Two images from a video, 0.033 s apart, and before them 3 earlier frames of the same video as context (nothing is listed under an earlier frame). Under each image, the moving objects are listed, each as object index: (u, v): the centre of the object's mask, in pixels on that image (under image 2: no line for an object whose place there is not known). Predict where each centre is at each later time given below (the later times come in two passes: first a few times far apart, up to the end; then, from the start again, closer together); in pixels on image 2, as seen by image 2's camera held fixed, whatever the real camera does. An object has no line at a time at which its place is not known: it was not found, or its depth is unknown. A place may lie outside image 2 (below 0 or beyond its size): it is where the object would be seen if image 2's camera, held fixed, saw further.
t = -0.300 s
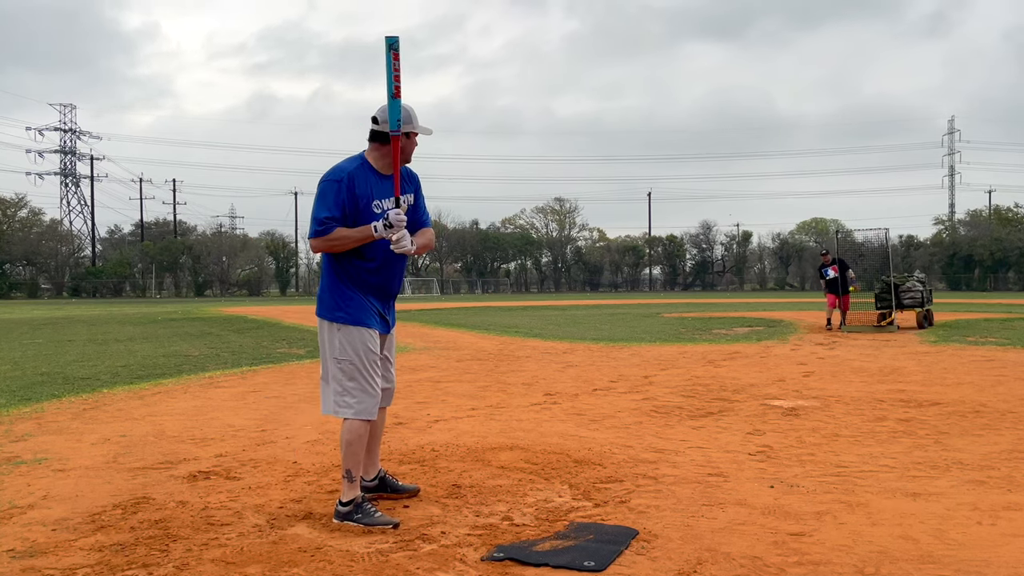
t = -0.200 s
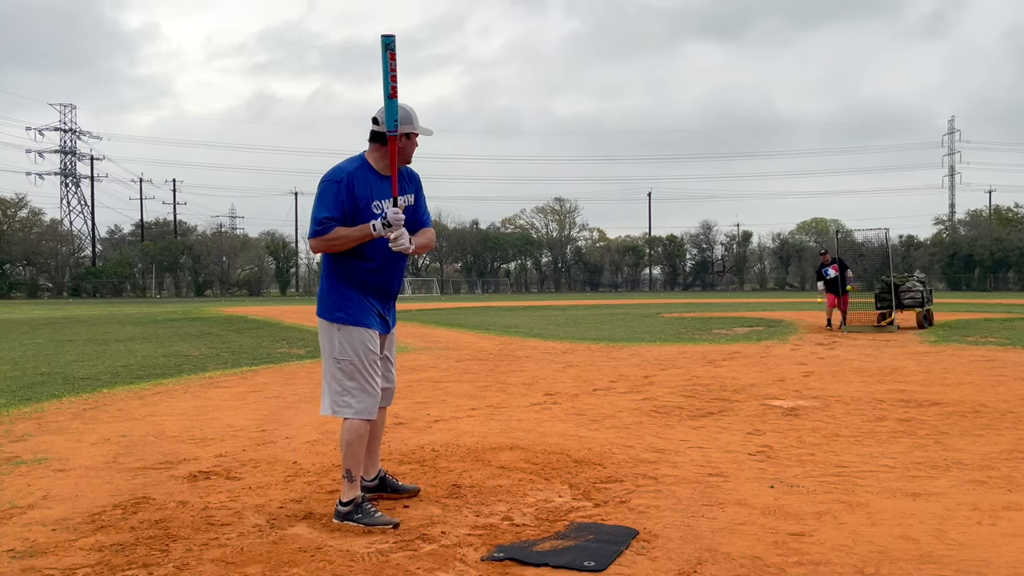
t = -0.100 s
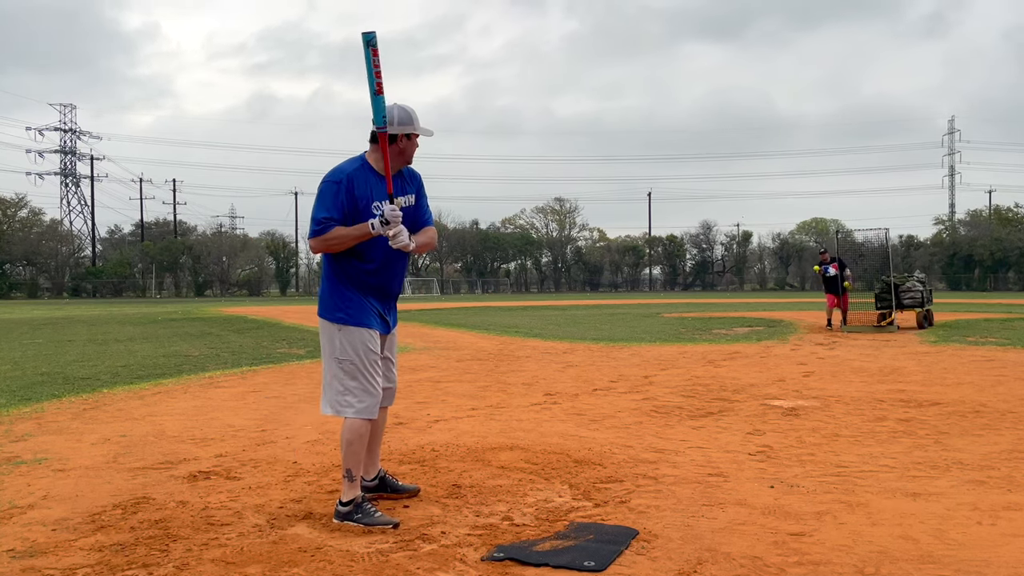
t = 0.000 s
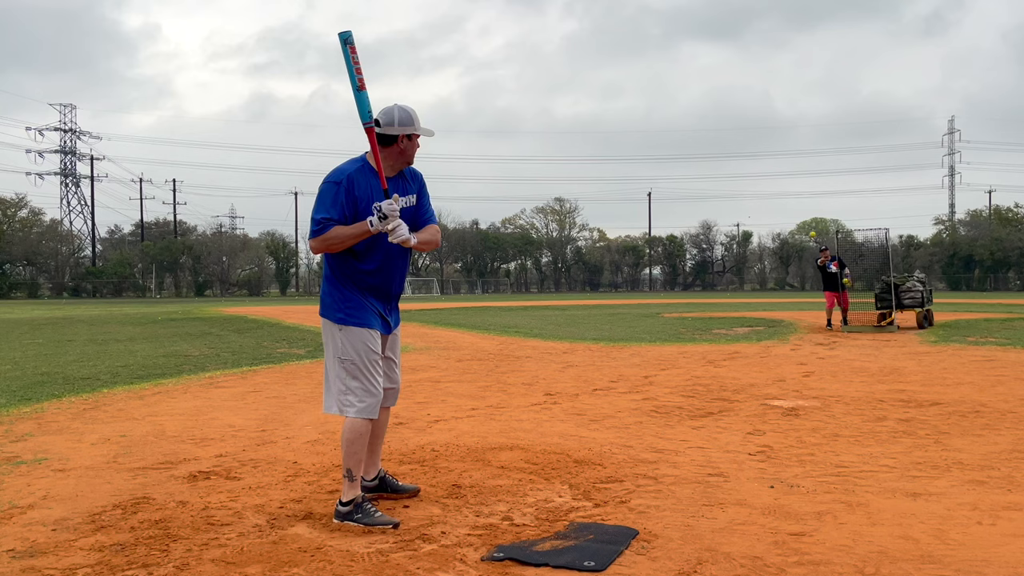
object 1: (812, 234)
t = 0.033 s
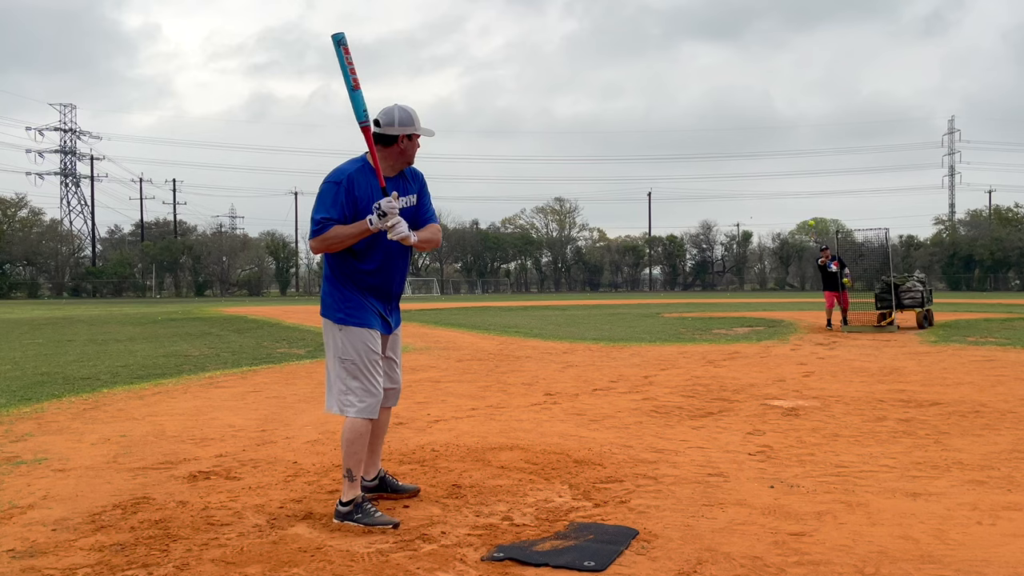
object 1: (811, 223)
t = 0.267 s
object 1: (800, 153)
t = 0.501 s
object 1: (784, 100)
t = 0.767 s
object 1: (753, 77)
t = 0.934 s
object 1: (721, 100)
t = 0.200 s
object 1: (804, 172)
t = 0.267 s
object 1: (800, 153)
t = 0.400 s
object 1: (792, 120)
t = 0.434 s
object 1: (789, 113)
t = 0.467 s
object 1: (787, 106)
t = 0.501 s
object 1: (784, 100)
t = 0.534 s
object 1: (781, 94)
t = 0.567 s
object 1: (778, 89)
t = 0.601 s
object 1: (774, 85)
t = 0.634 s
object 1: (771, 82)
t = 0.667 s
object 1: (767, 79)
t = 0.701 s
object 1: (763, 77)
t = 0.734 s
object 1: (758, 76)
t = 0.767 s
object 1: (753, 77)
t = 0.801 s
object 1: (748, 78)
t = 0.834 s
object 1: (742, 81)
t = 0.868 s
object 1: (736, 85)
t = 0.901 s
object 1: (729, 92)
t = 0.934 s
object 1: (721, 100)
